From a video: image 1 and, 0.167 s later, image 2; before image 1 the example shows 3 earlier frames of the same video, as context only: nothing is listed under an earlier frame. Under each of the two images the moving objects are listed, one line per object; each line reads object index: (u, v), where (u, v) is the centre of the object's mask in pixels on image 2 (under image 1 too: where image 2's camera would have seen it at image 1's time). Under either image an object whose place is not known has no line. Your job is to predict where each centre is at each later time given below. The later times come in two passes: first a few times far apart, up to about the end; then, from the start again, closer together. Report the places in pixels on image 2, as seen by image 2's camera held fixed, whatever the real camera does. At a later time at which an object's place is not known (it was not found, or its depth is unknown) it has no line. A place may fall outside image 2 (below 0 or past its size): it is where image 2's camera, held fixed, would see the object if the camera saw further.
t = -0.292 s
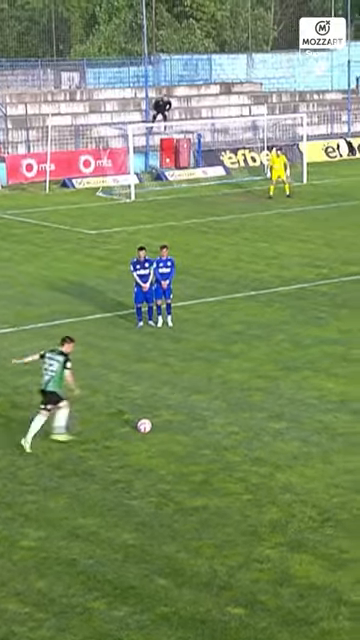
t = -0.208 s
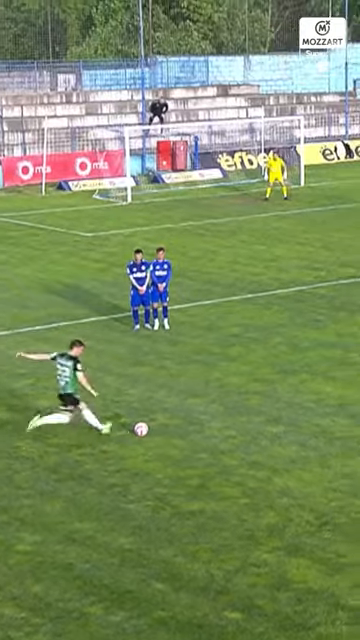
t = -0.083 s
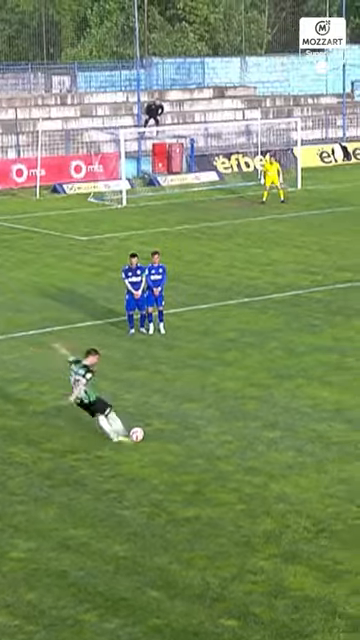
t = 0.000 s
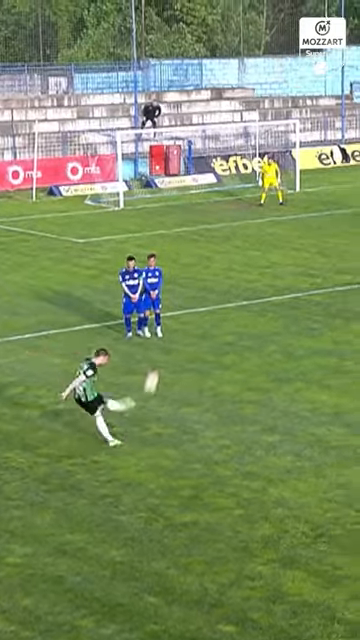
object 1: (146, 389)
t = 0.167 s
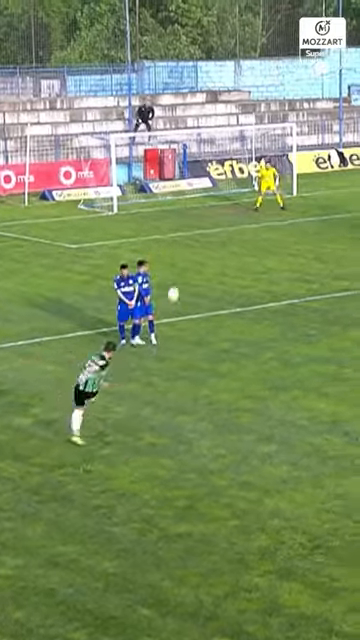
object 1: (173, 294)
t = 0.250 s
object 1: (179, 262)
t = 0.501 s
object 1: (176, 206)
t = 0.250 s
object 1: (179, 262)
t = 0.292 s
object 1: (180, 249)
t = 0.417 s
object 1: (178, 219)
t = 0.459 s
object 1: (178, 212)
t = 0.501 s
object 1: (176, 206)
